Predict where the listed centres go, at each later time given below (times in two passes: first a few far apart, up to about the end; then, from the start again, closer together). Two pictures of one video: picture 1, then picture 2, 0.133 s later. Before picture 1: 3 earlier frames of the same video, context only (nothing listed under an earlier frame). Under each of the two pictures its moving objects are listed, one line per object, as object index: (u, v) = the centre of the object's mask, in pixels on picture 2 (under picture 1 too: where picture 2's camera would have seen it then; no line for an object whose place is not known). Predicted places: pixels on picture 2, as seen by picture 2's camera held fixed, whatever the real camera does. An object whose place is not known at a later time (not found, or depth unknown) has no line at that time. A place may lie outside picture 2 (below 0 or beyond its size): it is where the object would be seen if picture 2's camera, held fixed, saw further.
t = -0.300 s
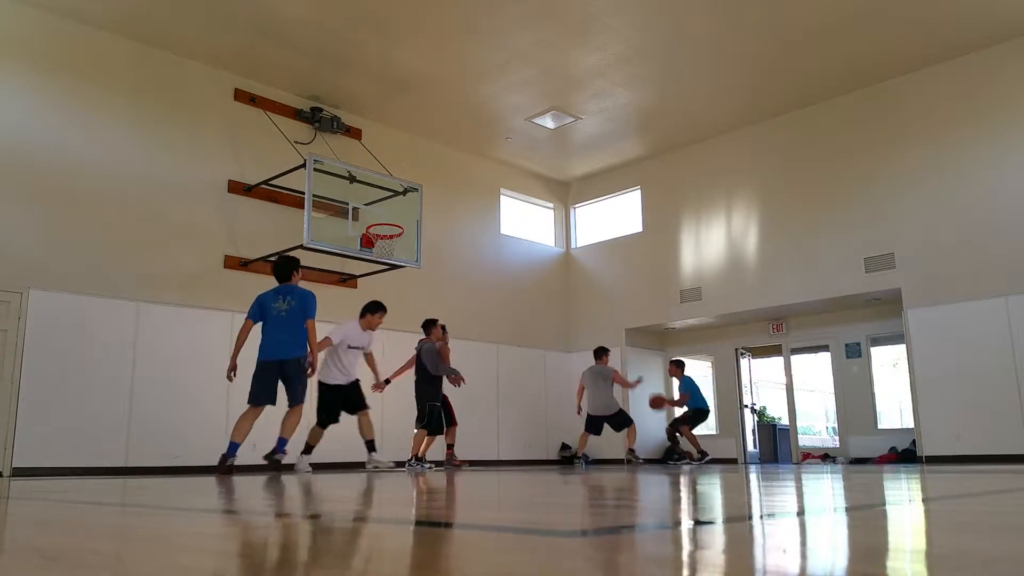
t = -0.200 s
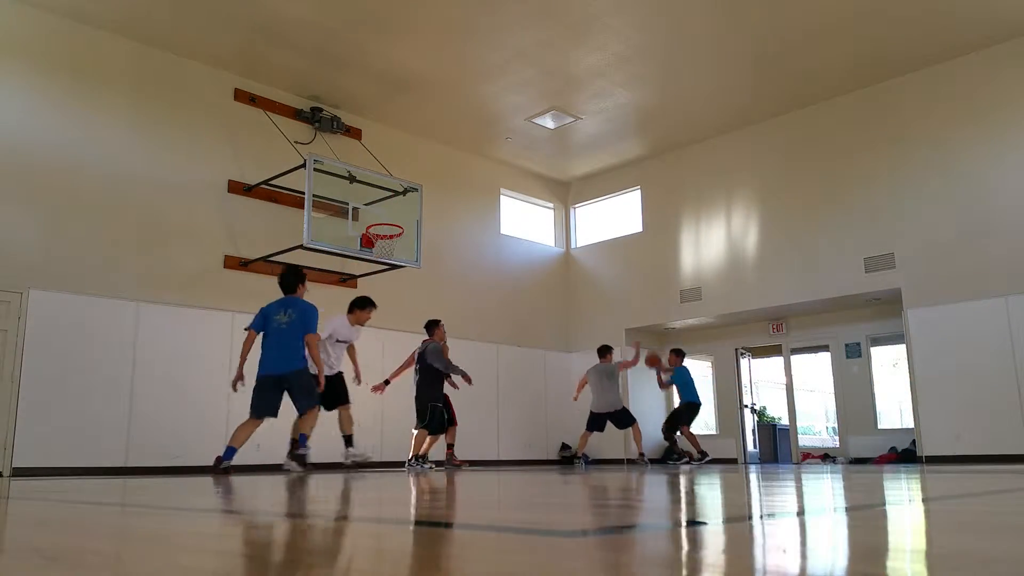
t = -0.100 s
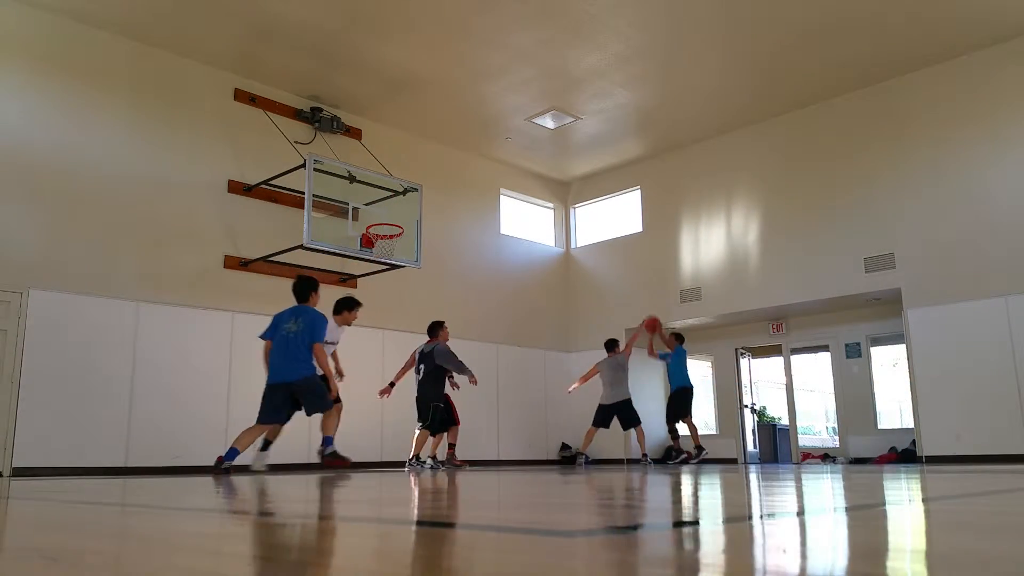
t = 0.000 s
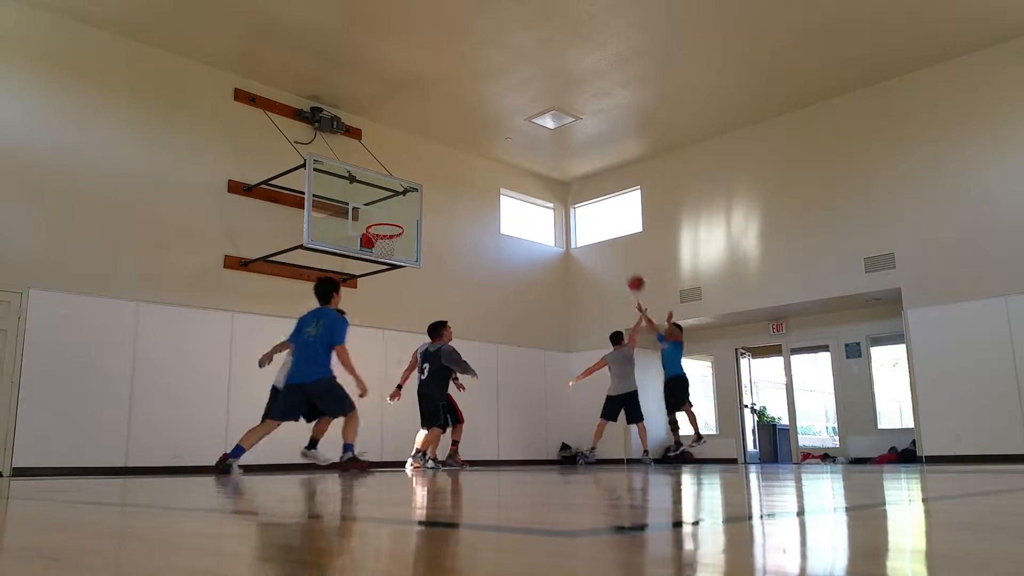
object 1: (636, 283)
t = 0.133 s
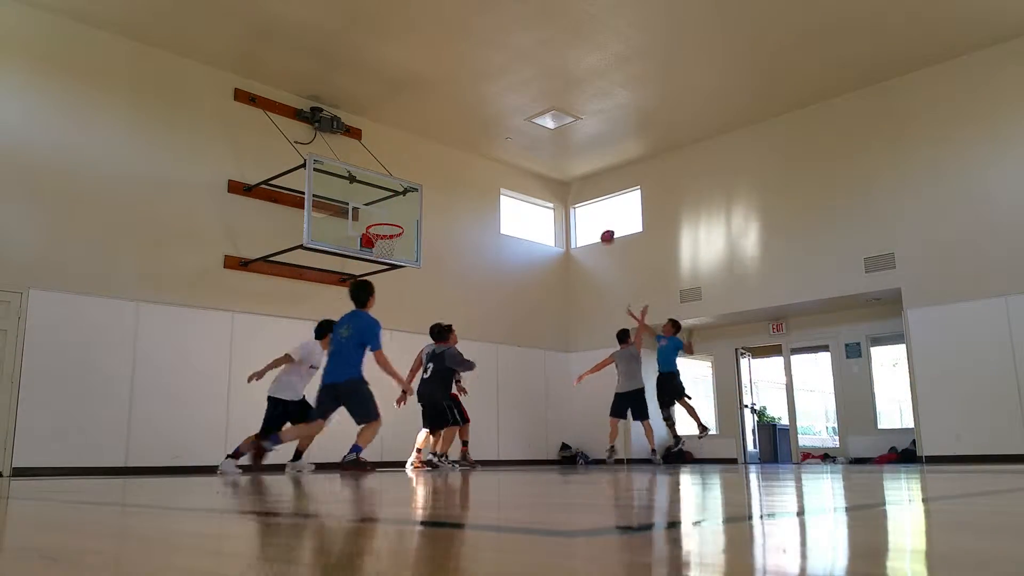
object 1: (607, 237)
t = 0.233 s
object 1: (585, 206)
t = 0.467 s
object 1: (537, 164)
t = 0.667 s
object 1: (494, 154)
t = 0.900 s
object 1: (442, 177)
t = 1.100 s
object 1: (398, 219)
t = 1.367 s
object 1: (363, 212)
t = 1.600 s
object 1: (337, 238)
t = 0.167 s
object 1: (600, 226)
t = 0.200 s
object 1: (593, 216)
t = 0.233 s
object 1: (585, 206)
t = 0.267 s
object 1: (578, 199)
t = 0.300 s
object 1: (572, 192)
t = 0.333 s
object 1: (565, 185)
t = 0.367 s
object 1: (558, 179)
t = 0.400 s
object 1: (551, 173)
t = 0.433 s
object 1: (544, 168)
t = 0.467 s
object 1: (537, 164)
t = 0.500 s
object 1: (530, 161)
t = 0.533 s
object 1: (523, 158)
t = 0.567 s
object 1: (516, 156)
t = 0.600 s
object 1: (509, 155)
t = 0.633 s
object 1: (501, 154)
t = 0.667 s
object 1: (494, 154)
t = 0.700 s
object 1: (487, 155)
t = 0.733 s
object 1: (480, 157)
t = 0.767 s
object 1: (472, 159)
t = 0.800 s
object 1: (465, 162)
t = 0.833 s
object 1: (457, 166)
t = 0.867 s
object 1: (450, 171)
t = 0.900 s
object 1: (442, 177)
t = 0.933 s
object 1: (434, 183)
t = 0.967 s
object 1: (427, 191)
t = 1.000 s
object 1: (419, 199)
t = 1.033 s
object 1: (411, 208)
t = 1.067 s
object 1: (403, 218)
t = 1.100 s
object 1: (398, 219)
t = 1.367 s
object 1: (363, 212)
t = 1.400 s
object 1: (358, 214)
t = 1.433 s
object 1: (353, 217)
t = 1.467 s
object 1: (348, 222)
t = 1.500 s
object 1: (343, 227)
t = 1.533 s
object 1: (339, 232)
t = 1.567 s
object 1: (338, 234)
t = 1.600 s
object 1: (337, 238)
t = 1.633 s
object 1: (336, 242)
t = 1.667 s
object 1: (335, 247)
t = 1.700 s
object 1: (334, 253)
